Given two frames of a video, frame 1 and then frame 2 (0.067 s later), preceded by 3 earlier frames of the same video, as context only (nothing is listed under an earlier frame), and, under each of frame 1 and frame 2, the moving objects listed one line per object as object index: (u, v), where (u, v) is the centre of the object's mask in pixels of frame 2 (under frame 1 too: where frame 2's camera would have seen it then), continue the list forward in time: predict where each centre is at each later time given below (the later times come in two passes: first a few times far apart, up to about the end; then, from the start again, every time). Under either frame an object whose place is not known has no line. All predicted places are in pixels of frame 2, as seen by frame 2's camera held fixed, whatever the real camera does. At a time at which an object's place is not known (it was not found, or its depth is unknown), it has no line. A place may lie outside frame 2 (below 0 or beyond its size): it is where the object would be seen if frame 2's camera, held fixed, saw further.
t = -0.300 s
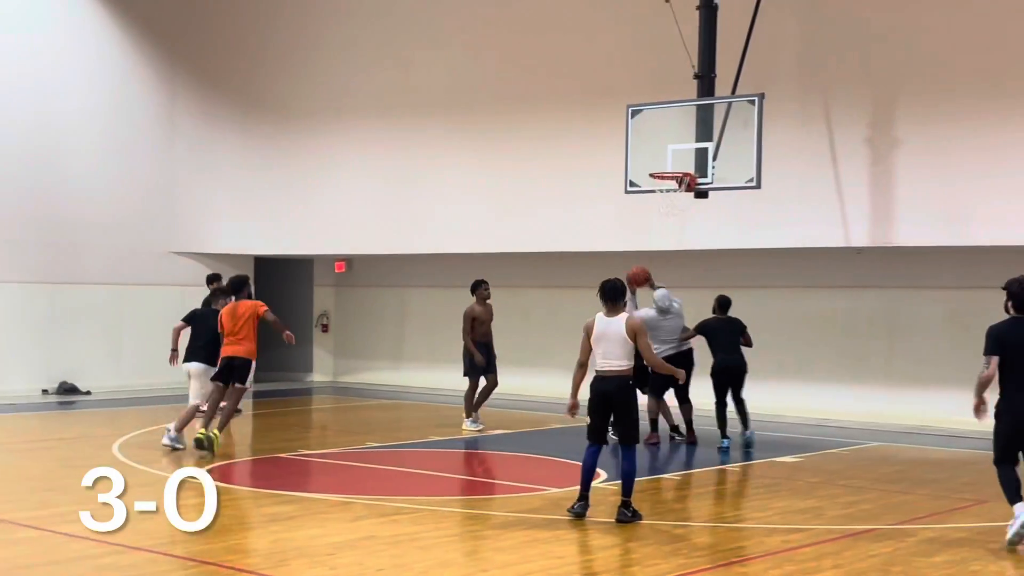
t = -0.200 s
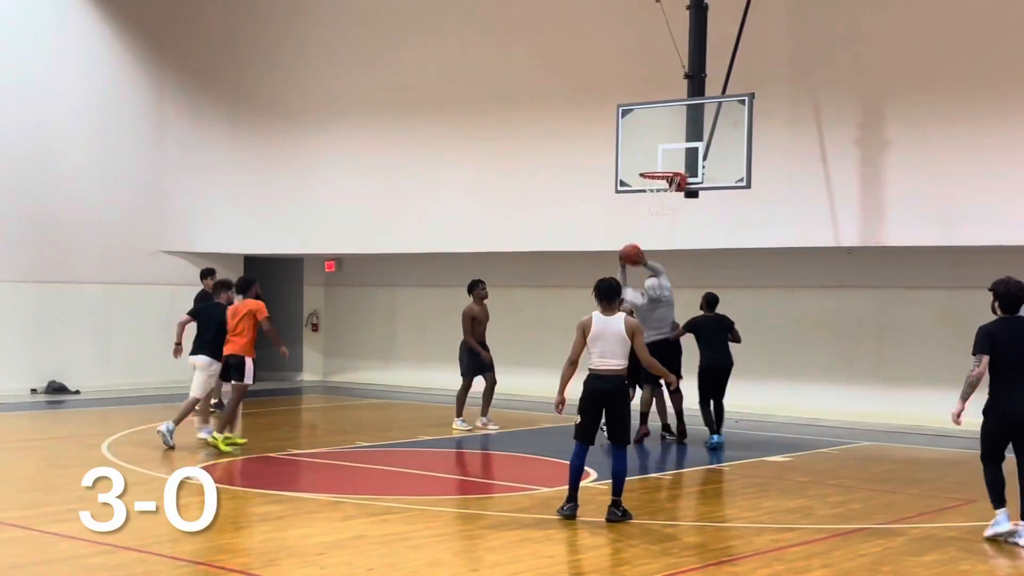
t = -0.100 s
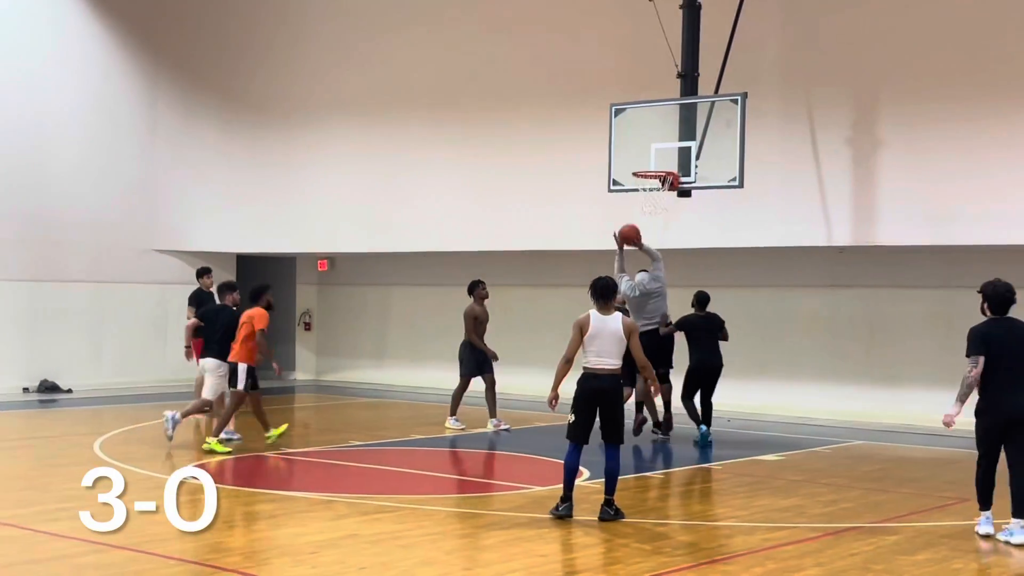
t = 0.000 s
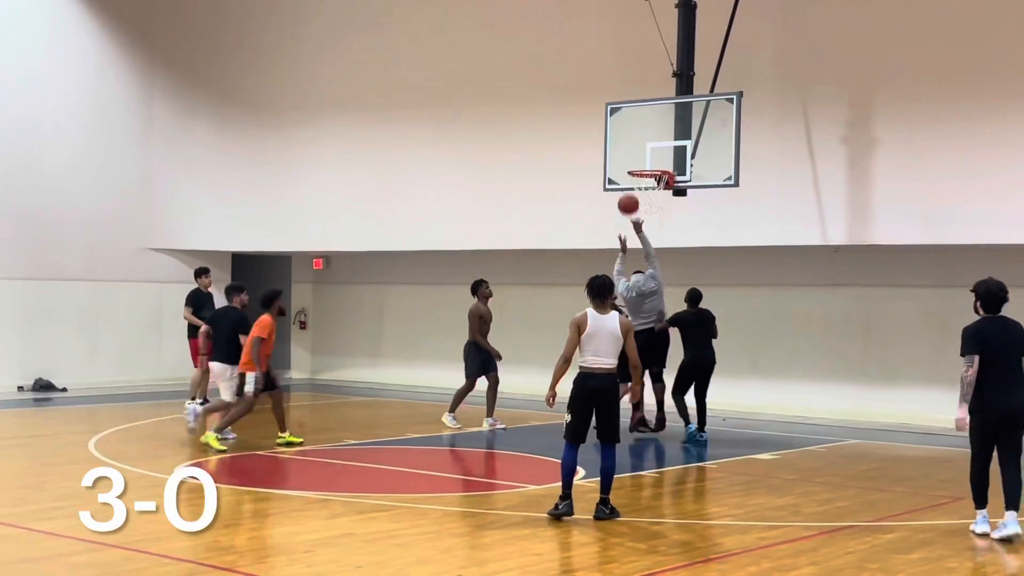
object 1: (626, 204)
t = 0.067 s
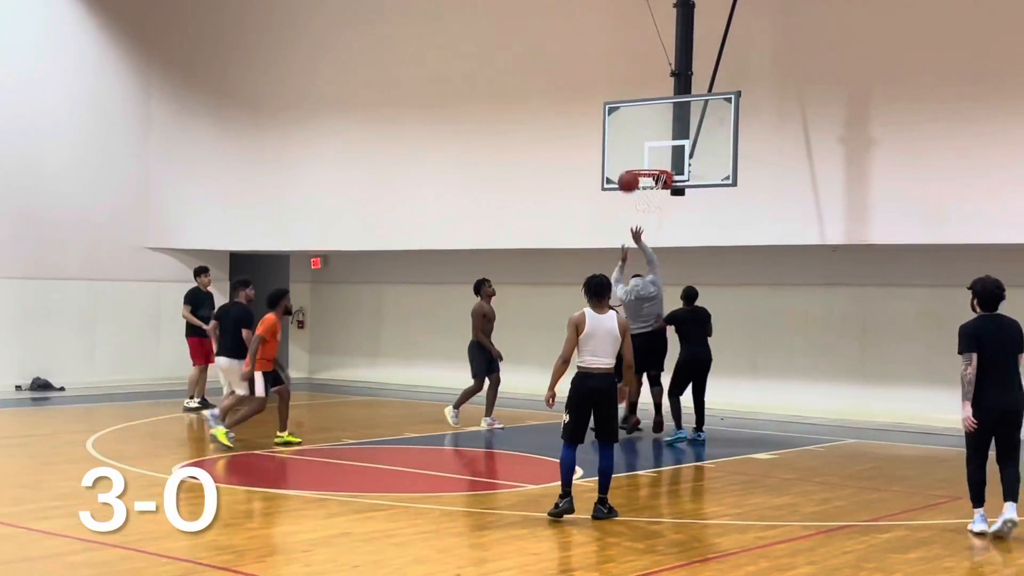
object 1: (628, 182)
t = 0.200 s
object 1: (632, 150)
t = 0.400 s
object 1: (637, 132)
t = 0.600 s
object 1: (641, 148)
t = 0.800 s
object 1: (646, 161)
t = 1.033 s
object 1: (650, 193)
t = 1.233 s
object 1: (649, 218)
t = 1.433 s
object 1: (647, 276)
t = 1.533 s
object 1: (646, 318)
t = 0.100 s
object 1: (629, 172)
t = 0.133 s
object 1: (630, 164)
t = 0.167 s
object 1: (631, 156)
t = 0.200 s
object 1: (632, 150)
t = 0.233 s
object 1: (633, 144)
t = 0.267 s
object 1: (634, 140)
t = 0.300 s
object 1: (634, 136)
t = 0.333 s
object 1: (635, 134)
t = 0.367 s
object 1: (636, 132)
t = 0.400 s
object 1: (637, 132)
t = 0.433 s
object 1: (638, 132)
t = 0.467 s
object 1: (638, 133)
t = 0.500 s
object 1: (639, 135)
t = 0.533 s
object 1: (640, 139)
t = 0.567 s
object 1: (640, 143)
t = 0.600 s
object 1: (641, 148)
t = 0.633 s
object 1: (642, 154)
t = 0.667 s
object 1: (642, 160)
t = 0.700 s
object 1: (643, 160)
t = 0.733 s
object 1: (644, 160)
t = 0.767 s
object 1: (645, 161)
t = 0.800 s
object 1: (646, 161)
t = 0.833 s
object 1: (647, 163)
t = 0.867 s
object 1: (647, 164)
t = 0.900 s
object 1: (648, 172)
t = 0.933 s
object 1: (649, 177)
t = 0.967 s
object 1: (650, 182)
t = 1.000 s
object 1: (649, 189)
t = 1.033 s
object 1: (650, 193)
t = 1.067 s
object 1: (650, 196)
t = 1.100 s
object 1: (650, 198)
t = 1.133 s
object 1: (650, 202)
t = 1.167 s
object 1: (650, 207)
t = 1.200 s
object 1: (649, 212)
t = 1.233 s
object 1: (649, 218)
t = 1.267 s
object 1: (649, 225)
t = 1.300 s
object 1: (649, 234)
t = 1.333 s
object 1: (648, 243)
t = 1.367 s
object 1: (648, 253)
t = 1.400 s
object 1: (648, 264)
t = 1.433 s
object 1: (647, 276)
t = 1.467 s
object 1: (647, 289)
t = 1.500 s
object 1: (647, 303)
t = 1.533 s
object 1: (646, 318)
